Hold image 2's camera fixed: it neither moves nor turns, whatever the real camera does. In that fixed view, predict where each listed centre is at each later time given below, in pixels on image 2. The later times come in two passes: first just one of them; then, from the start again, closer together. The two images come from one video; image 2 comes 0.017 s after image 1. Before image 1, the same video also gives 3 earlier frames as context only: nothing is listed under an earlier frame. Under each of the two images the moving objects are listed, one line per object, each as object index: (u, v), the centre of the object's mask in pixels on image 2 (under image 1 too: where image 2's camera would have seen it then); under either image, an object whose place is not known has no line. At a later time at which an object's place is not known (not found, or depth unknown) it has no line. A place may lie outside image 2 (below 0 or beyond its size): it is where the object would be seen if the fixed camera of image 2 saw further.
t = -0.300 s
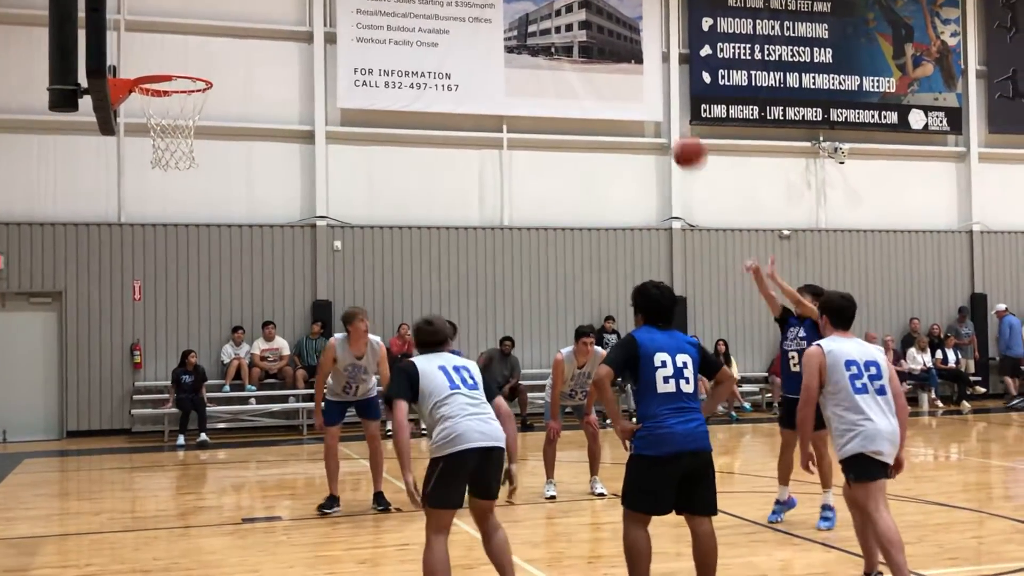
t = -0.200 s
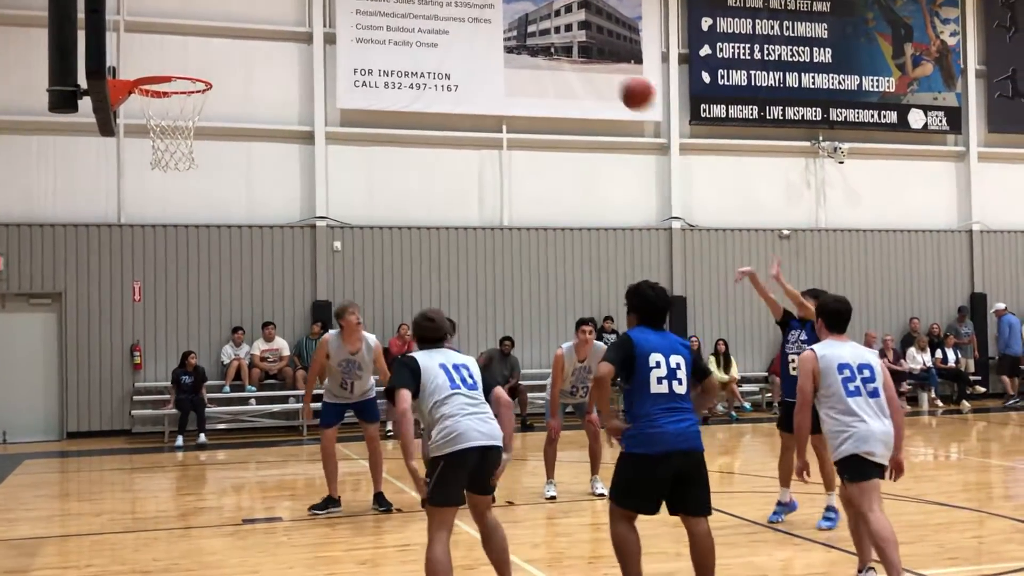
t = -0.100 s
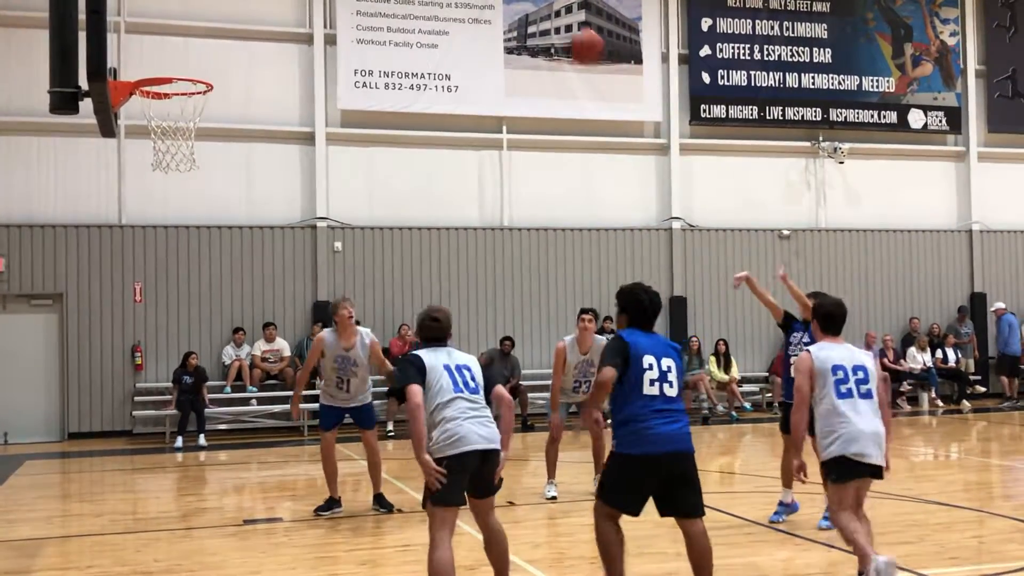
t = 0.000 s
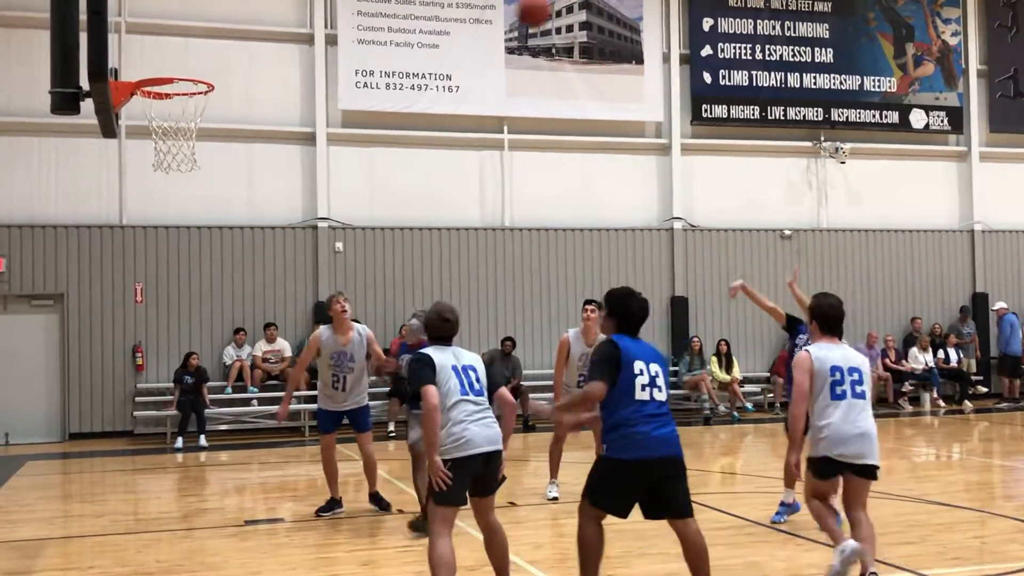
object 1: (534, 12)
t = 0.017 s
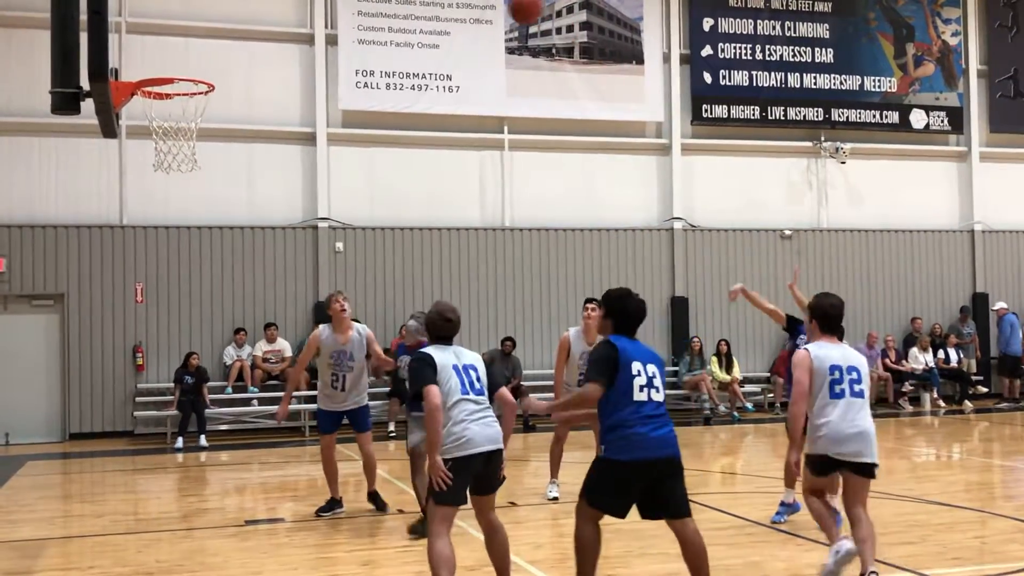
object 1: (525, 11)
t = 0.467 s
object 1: (271, 26)
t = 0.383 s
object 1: (322, 10)
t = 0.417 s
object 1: (302, 15)
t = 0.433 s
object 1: (291, 17)
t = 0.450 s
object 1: (281, 21)
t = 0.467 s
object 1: (271, 26)
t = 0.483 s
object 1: (261, 33)
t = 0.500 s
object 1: (252, 40)
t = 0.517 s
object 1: (242, 47)
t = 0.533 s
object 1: (231, 55)
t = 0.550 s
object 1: (222, 62)
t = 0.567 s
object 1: (214, 70)
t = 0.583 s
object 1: (208, 72)
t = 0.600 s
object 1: (204, 67)
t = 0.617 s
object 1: (200, 62)
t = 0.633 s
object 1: (197, 59)
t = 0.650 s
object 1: (194, 55)
